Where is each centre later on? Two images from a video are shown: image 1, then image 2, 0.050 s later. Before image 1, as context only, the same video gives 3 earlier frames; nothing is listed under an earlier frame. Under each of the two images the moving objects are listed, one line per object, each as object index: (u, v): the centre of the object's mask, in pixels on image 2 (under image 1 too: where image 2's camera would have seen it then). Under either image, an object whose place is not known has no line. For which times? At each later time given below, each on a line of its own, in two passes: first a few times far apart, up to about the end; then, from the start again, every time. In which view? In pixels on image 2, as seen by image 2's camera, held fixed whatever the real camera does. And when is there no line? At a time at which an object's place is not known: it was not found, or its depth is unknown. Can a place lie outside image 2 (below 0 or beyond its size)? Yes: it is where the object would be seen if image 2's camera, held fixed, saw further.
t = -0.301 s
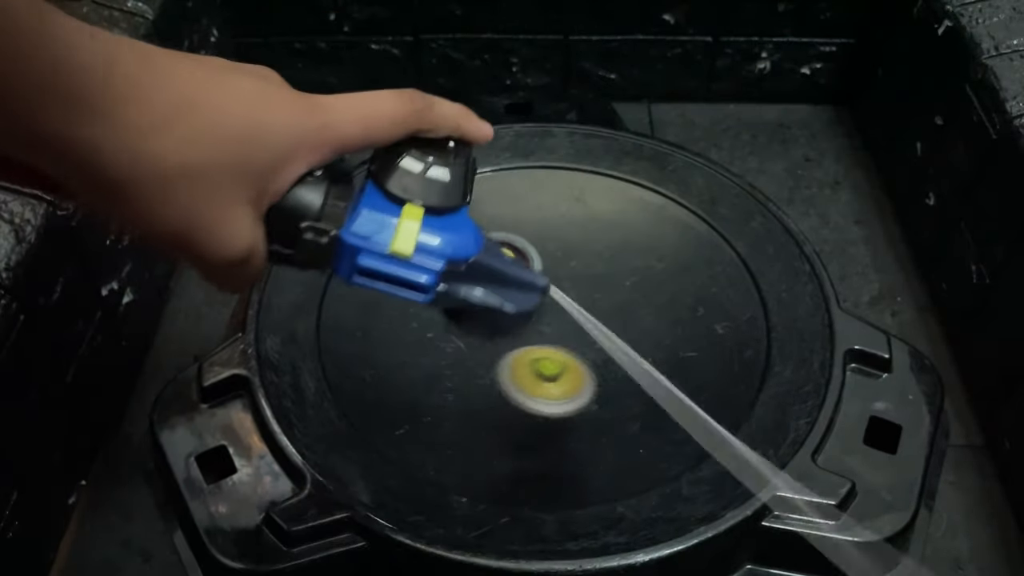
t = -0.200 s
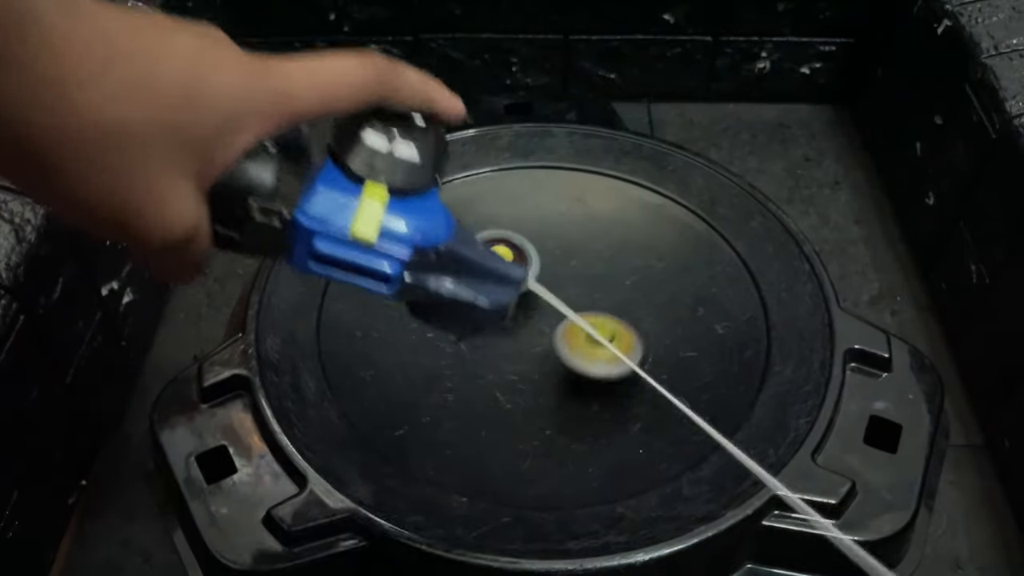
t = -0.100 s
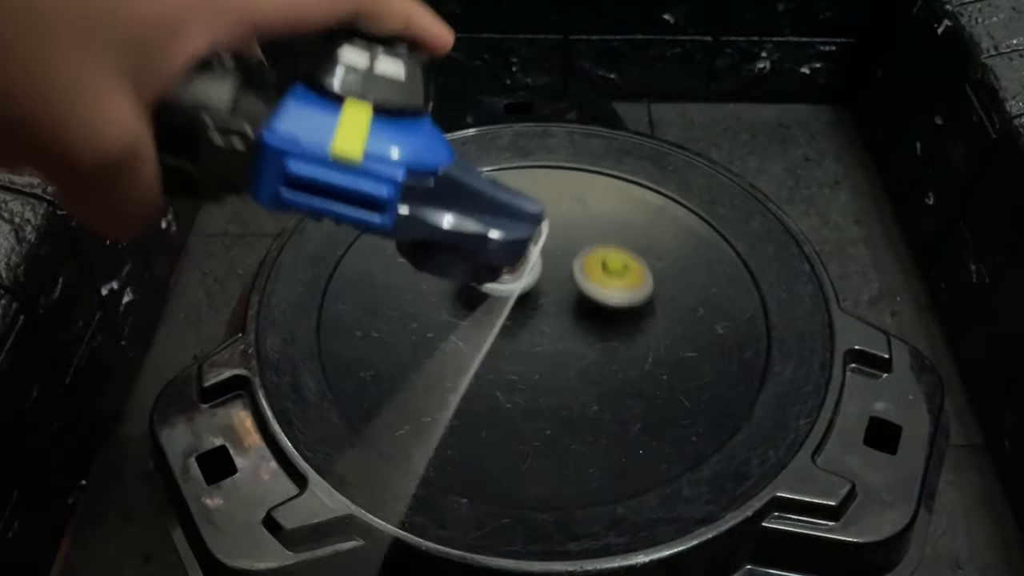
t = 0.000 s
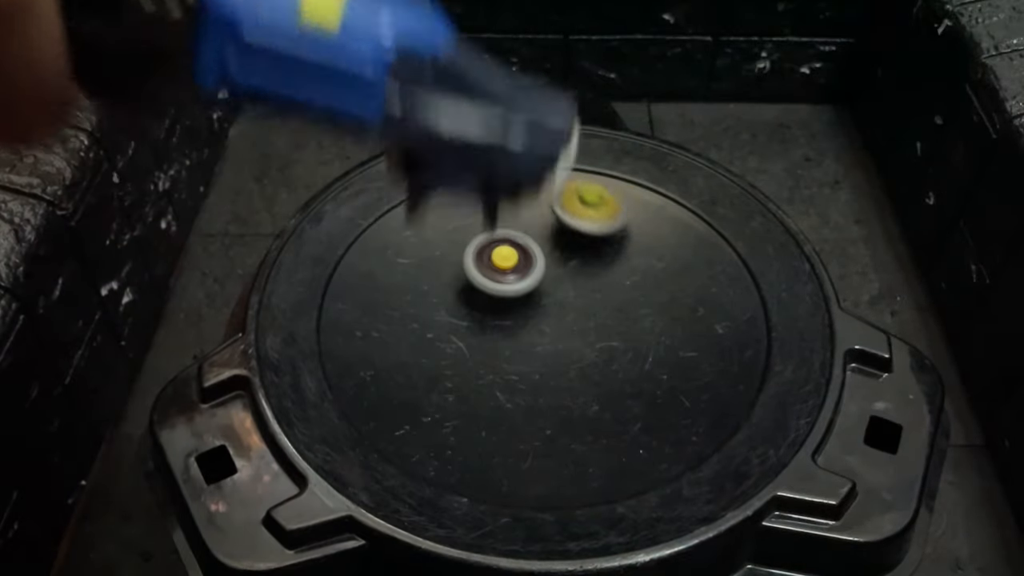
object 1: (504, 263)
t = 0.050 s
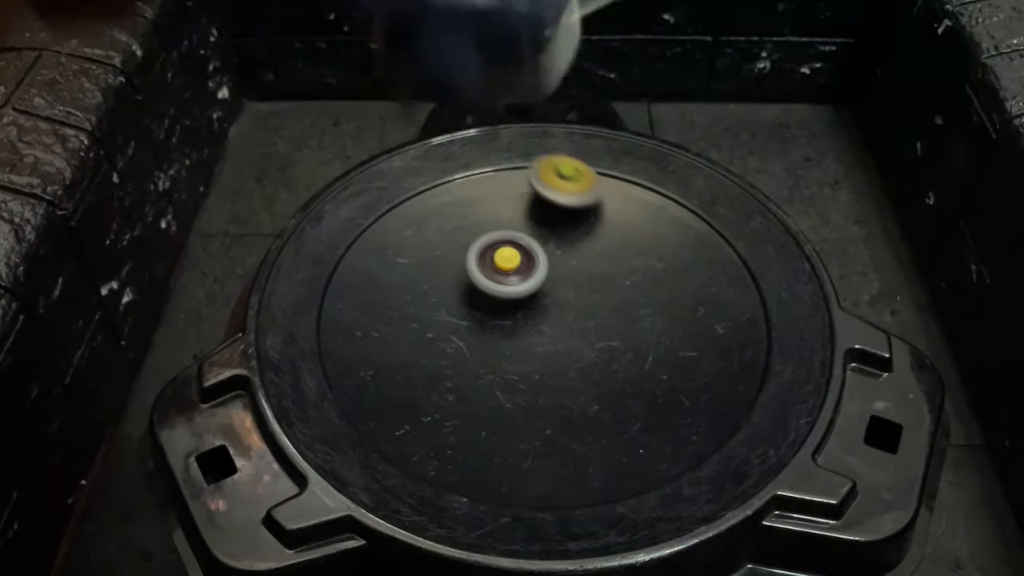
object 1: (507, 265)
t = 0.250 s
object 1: (525, 268)
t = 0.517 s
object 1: (552, 269)
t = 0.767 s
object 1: (565, 269)
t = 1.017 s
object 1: (566, 175)
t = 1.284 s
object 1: (504, 215)
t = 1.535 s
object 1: (518, 285)
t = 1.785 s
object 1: (590, 320)
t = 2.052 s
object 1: (626, 301)
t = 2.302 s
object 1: (534, 366)
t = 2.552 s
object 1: (480, 308)
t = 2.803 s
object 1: (546, 272)
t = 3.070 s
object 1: (589, 317)
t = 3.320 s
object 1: (528, 347)
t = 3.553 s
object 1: (504, 303)
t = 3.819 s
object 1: (554, 296)
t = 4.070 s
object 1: (572, 327)
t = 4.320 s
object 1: (518, 334)
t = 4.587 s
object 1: (524, 292)
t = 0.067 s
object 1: (507, 265)
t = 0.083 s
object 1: (509, 266)
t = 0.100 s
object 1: (510, 266)
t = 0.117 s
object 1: (511, 267)
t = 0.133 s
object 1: (513, 267)
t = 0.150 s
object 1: (515, 268)
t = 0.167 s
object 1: (516, 268)
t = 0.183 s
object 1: (518, 268)
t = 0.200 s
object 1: (520, 268)
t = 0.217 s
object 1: (521, 267)
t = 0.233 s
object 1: (523, 268)
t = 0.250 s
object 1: (525, 268)
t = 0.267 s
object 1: (526, 269)
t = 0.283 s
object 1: (528, 269)
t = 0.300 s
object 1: (530, 269)
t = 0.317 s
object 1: (532, 269)
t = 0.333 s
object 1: (533, 269)
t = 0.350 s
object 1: (536, 269)
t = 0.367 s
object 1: (538, 269)
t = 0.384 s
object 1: (540, 269)
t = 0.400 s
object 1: (542, 269)
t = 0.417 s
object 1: (543, 269)
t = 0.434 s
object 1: (545, 268)
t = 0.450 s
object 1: (546, 268)
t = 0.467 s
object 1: (548, 268)
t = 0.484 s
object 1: (549, 268)
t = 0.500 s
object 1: (550, 268)
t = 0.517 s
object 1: (552, 269)
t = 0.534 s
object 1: (553, 269)
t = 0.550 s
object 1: (554, 269)
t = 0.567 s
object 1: (555, 269)
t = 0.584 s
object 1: (556, 269)
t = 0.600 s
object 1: (557, 268)
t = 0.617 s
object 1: (558, 268)
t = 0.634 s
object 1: (559, 268)
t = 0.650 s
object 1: (560, 268)
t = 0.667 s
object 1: (561, 268)
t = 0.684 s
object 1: (562, 268)
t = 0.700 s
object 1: (562, 268)
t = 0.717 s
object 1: (563, 269)
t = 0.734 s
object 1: (564, 269)
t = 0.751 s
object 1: (565, 269)
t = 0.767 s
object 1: (565, 269)
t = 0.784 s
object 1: (566, 269)
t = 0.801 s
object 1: (567, 269)
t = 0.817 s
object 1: (568, 270)
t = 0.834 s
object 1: (568, 270)
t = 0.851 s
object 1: (570, 262)
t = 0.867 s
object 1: (574, 247)
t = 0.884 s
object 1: (576, 235)
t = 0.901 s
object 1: (578, 223)
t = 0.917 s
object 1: (579, 213)
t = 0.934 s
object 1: (578, 201)
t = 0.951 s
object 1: (577, 192)
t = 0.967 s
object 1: (576, 185)
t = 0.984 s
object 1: (573, 181)
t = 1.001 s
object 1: (570, 177)
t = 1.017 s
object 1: (566, 175)
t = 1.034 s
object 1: (562, 174)
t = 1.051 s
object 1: (558, 174)
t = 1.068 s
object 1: (554, 174)
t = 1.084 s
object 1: (549, 174)
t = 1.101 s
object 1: (544, 176)
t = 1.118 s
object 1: (540, 178)
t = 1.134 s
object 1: (535, 180)
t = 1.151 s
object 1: (531, 183)
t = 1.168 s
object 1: (527, 186)
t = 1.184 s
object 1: (523, 189)
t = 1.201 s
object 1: (519, 193)
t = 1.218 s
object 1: (515, 197)
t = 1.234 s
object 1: (512, 202)
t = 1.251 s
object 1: (509, 206)
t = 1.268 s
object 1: (506, 211)
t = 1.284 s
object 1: (504, 215)
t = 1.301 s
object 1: (502, 220)
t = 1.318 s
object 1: (501, 224)
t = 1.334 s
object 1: (500, 229)
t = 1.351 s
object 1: (500, 234)
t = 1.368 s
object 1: (500, 238)
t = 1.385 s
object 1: (501, 243)
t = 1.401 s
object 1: (502, 248)
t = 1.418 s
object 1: (503, 253)
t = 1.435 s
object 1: (505, 258)
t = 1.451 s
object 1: (507, 262)
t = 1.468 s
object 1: (509, 267)
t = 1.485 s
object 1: (511, 272)
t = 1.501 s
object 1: (513, 276)
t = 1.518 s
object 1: (516, 281)
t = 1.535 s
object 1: (518, 285)
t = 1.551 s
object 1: (521, 289)
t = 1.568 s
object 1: (525, 293)
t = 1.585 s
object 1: (530, 297)
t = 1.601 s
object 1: (534, 301)
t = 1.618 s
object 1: (540, 304)
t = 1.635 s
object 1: (545, 307)
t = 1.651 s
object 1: (550, 310)
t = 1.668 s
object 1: (555, 311)
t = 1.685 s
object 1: (561, 313)
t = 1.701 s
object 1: (566, 315)
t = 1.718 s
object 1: (571, 316)
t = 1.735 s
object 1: (575, 317)
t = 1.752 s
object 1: (580, 318)
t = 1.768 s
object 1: (585, 319)
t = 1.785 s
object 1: (590, 320)
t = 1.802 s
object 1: (594, 320)
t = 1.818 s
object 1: (598, 320)
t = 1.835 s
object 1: (602, 321)
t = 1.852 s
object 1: (606, 321)
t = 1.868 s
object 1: (609, 321)
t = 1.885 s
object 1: (613, 321)
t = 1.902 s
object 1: (616, 321)
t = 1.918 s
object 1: (618, 321)
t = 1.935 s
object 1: (621, 320)
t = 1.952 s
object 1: (631, 317)
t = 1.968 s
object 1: (639, 313)
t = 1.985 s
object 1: (641, 310)
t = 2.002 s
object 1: (640, 308)
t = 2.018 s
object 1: (640, 305)
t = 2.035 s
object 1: (636, 302)
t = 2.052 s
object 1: (626, 301)
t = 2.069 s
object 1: (615, 304)
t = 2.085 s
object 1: (600, 310)
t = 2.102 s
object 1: (591, 320)
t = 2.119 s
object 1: (583, 327)
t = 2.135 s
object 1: (574, 335)
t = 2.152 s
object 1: (567, 345)
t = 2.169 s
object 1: (563, 353)
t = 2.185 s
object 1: (557, 358)
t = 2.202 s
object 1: (553, 362)
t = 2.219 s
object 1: (550, 367)
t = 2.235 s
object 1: (548, 368)
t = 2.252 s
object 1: (545, 369)
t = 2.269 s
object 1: (542, 370)
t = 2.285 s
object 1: (539, 368)
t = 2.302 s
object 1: (534, 366)
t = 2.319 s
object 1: (527, 362)
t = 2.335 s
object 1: (520, 357)
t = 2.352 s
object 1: (514, 354)
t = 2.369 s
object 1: (510, 352)
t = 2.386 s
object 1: (505, 347)
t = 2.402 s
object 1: (504, 342)
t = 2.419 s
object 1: (499, 335)
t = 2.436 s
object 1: (494, 328)
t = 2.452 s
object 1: (487, 320)
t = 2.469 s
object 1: (479, 315)
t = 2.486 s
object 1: (474, 313)
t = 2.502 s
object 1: (471, 313)
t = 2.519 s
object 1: (471, 312)
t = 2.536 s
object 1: (475, 311)
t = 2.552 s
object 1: (480, 308)
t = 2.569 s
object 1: (484, 305)
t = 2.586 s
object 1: (491, 301)
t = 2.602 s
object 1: (497, 295)
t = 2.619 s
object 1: (502, 289)
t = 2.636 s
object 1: (507, 282)
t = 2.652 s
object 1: (510, 277)
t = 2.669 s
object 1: (512, 274)
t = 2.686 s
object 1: (513, 272)
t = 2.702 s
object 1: (518, 272)
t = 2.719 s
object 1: (523, 270)
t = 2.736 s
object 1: (528, 267)
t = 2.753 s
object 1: (532, 267)
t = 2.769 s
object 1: (535, 268)
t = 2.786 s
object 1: (540, 270)
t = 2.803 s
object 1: (546, 272)
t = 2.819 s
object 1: (554, 273)
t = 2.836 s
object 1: (561, 273)
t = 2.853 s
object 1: (567, 272)
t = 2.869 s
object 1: (570, 272)
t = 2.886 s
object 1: (572, 274)
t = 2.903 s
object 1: (573, 276)
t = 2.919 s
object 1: (574, 281)
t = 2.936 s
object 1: (574, 287)
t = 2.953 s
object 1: (578, 293)
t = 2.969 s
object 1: (581, 299)
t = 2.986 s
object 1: (587, 305)
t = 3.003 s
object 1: (593, 308)
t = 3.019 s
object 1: (596, 310)
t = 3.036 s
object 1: (597, 312)
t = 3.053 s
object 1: (593, 314)
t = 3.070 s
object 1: (589, 317)
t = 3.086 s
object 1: (585, 322)
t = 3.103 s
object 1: (582, 327)
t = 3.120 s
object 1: (578, 333)
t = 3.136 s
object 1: (576, 338)
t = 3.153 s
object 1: (575, 340)
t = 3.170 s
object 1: (573, 343)
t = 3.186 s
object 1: (570, 344)
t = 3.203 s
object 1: (565, 344)
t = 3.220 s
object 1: (558, 344)
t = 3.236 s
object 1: (550, 344)
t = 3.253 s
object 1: (543, 345)
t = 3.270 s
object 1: (536, 347)
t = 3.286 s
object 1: (533, 348)
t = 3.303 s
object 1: (531, 349)
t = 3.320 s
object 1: (528, 347)
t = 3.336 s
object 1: (523, 345)
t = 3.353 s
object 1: (518, 343)
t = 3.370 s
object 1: (512, 341)
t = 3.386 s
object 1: (508, 339)
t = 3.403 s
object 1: (506, 337)
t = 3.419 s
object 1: (503, 333)
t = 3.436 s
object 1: (502, 331)
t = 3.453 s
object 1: (501, 328)
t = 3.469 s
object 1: (500, 324)
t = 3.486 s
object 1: (499, 320)
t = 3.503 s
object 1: (499, 315)
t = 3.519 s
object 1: (498, 310)
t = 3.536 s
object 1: (501, 306)
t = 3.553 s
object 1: (504, 303)
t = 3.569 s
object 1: (508, 301)
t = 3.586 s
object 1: (513, 300)
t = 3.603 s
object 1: (518, 296)
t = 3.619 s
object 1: (525, 291)
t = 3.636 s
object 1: (529, 283)
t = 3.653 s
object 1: (529, 276)
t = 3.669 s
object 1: (528, 270)
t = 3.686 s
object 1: (526, 267)
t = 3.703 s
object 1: (524, 267)
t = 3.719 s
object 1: (523, 269)
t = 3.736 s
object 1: (523, 272)
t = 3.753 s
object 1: (524, 275)
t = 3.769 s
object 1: (527, 281)
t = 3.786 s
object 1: (533, 287)
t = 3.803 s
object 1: (541, 292)
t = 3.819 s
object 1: (554, 296)
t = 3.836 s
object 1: (564, 297)
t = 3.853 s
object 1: (572, 296)
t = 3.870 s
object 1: (579, 296)
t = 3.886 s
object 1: (583, 295)
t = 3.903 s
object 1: (584, 293)
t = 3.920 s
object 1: (583, 292)
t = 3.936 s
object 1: (580, 293)
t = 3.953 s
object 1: (575, 296)
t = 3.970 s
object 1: (571, 302)
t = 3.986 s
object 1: (569, 308)
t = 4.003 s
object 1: (568, 313)
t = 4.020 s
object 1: (571, 317)
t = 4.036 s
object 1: (574, 321)
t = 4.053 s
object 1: (573, 324)
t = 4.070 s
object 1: (572, 327)
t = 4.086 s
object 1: (569, 329)
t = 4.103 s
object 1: (566, 332)
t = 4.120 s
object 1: (563, 334)
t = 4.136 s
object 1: (560, 336)
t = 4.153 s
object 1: (558, 337)
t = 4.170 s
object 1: (556, 338)
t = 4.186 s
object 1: (553, 336)
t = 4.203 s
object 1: (547, 334)
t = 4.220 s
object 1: (539, 333)
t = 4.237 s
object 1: (532, 335)
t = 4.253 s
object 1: (528, 336)
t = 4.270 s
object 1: (524, 336)
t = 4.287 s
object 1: (521, 336)
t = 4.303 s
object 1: (519, 336)
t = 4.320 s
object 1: (518, 334)
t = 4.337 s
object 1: (518, 333)
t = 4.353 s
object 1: (518, 330)
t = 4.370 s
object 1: (518, 327)
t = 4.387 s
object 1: (518, 322)
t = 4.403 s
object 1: (518, 317)
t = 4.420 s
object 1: (516, 314)
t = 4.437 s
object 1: (513, 310)
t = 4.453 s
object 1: (510, 308)
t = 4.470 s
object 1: (507, 306)
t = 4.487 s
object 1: (506, 304)
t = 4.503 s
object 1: (506, 303)
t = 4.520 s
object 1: (508, 302)
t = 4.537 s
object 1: (511, 301)
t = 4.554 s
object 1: (516, 298)
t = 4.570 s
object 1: (521, 295)
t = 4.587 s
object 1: (524, 292)
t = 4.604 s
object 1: (527, 289)
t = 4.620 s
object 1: (529, 285)
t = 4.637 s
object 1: (529, 282)
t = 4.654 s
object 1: (528, 282)
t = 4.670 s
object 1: (528, 281)
